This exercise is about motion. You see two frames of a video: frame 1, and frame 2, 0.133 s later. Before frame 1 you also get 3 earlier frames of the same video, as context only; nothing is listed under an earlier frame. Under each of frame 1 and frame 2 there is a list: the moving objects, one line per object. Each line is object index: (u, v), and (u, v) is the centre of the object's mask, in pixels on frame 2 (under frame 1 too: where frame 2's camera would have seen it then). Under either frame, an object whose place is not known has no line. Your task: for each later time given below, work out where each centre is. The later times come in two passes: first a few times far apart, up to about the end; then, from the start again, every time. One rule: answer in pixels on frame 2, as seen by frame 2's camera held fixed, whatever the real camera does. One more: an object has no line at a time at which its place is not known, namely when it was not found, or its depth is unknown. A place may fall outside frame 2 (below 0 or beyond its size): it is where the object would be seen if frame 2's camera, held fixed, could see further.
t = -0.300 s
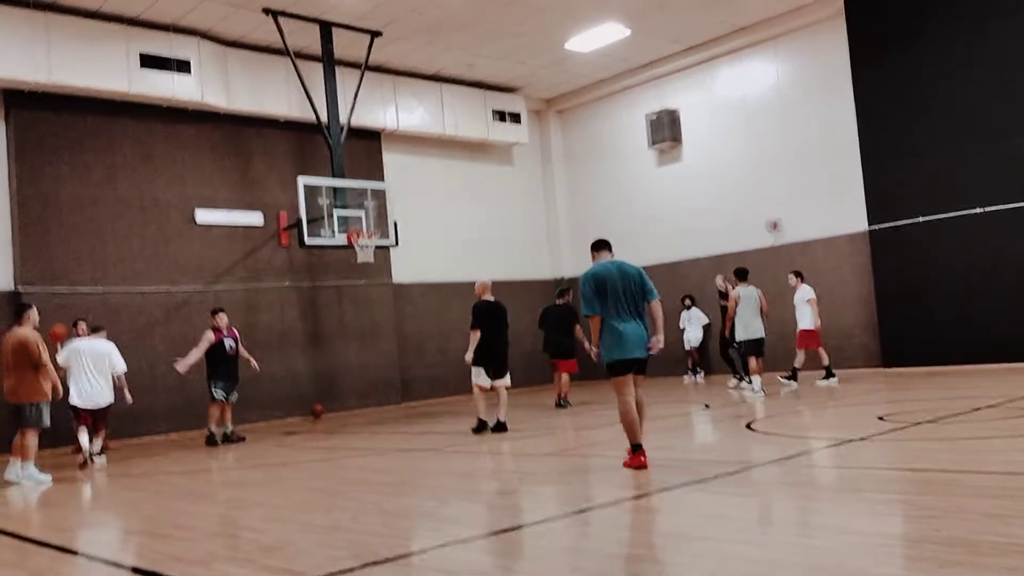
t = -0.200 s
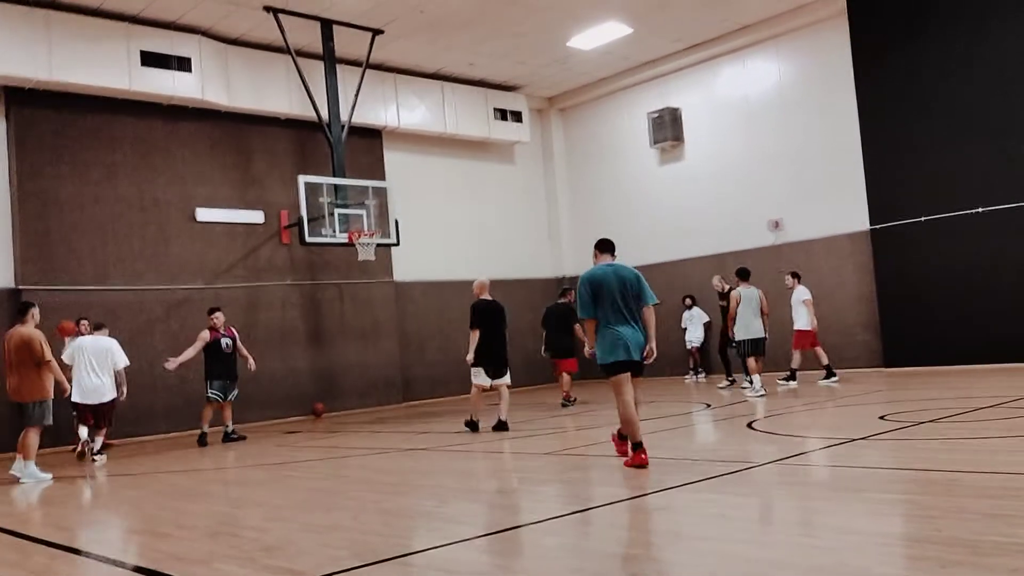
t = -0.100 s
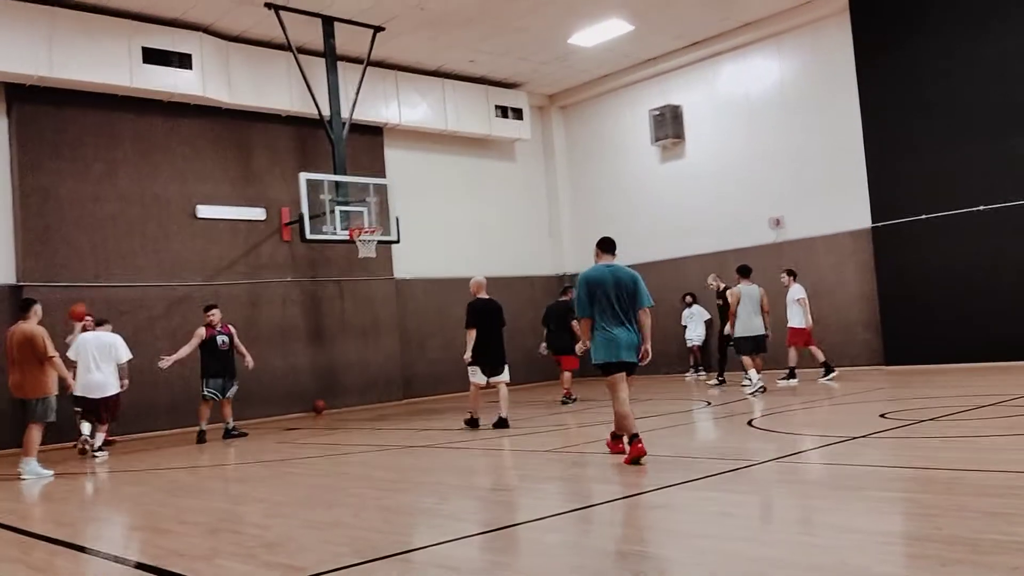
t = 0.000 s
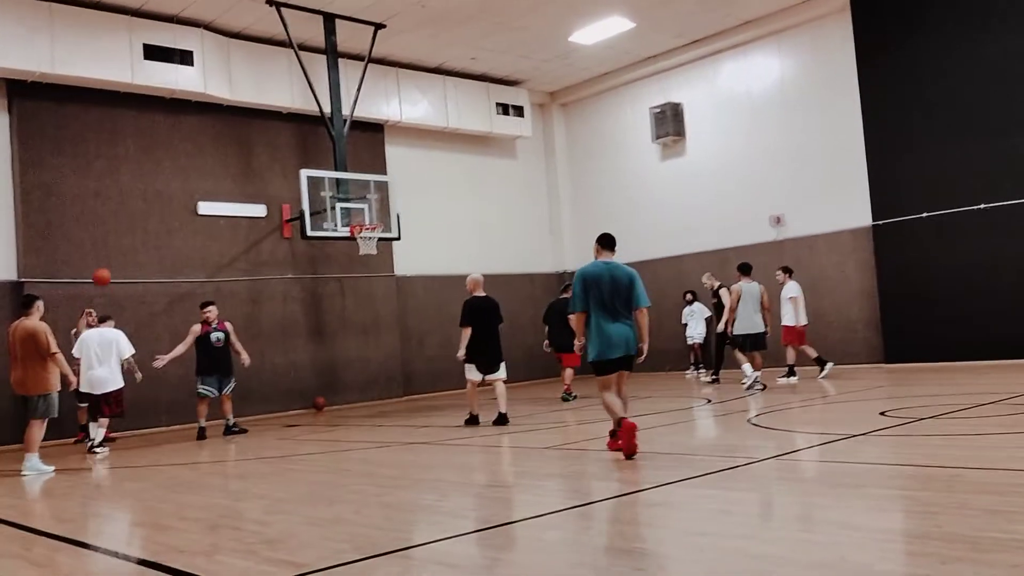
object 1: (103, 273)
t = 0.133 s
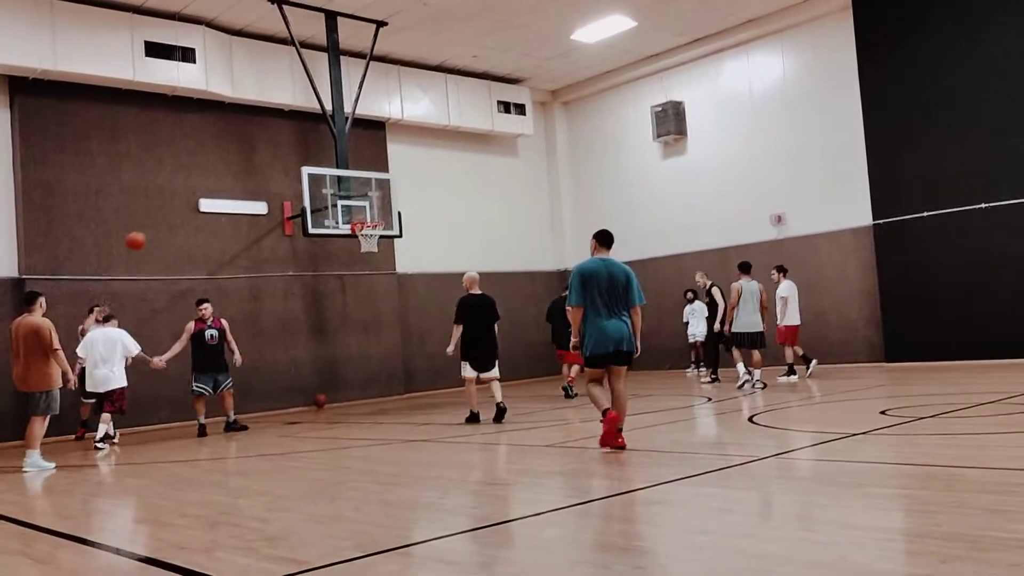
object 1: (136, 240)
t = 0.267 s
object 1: (172, 217)
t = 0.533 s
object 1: (253, 210)
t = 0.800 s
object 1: (350, 261)
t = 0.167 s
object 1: (145, 233)
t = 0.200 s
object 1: (154, 227)
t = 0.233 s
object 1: (163, 221)
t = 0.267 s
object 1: (172, 217)
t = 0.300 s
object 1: (181, 213)
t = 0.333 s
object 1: (190, 210)
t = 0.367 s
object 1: (199, 208)
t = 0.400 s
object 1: (211, 206)
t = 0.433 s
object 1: (221, 206)
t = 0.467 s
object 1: (231, 206)
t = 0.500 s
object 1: (242, 208)
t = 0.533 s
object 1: (253, 210)
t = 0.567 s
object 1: (265, 213)
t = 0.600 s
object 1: (276, 216)
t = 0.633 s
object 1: (287, 222)
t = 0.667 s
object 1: (299, 227)
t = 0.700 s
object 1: (312, 234)
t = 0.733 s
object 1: (325, 242)
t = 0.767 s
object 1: (337, 251)
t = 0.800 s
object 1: (350, 261)
